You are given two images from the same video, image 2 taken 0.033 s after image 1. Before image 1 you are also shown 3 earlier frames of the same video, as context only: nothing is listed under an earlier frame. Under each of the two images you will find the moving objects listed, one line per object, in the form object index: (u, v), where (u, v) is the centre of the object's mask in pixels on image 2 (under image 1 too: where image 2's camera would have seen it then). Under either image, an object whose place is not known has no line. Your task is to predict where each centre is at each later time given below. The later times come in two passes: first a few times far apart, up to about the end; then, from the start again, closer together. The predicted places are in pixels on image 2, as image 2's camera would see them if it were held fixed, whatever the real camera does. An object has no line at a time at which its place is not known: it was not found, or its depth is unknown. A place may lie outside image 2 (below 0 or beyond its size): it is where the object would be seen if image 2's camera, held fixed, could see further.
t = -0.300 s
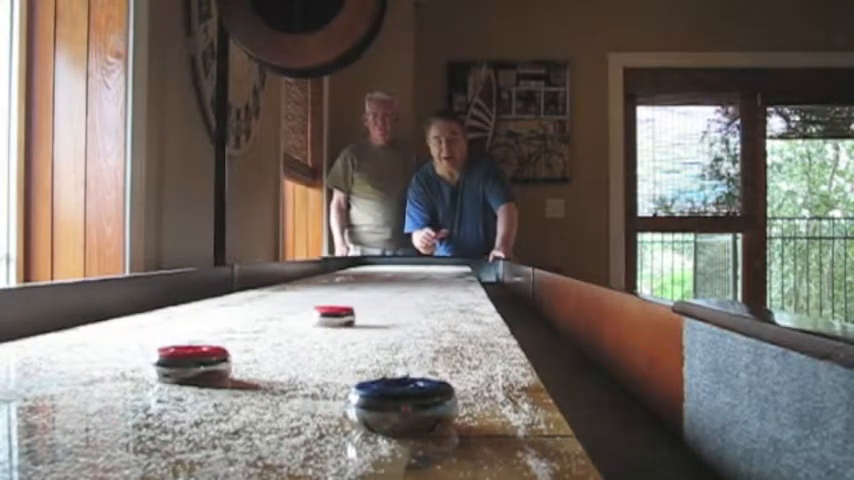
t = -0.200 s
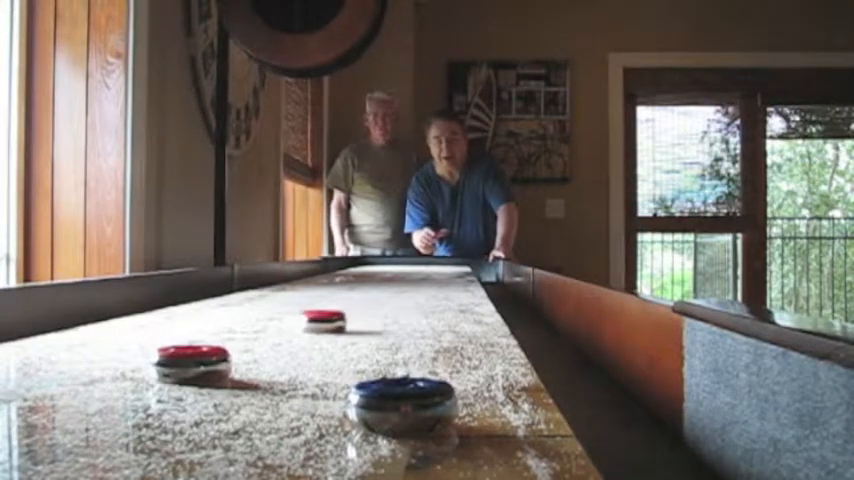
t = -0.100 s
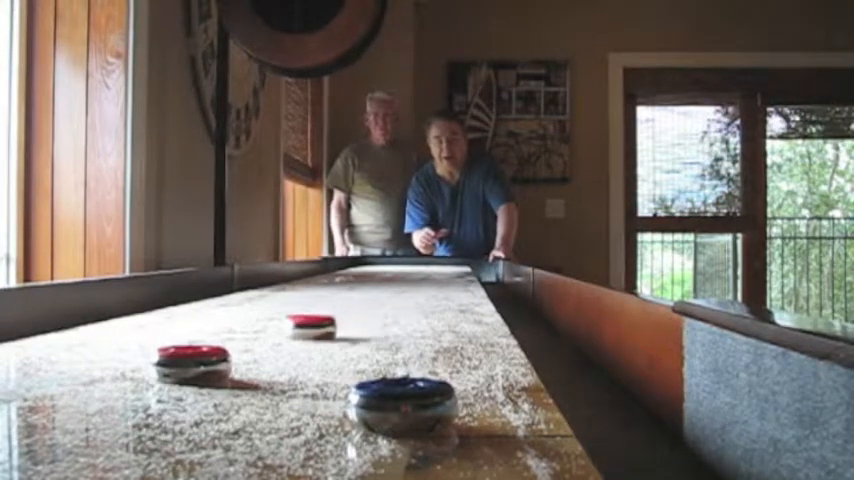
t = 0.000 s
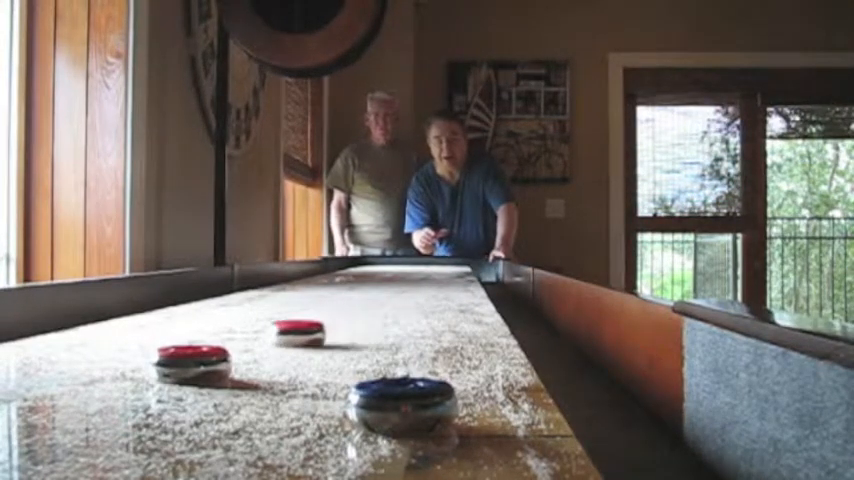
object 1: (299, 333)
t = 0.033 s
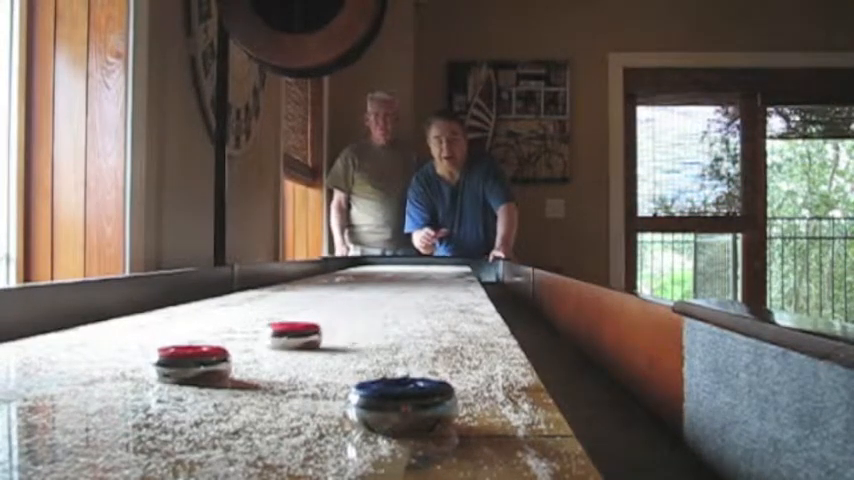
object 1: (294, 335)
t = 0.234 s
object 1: (261, 351)
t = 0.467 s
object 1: (286, 361)
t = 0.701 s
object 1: (317, 365)
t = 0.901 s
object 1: (320, 365)
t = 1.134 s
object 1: (321, 365)
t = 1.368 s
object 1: (322, 365)
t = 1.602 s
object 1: (322, 365)
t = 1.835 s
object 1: (322, 365)
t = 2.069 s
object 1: (321, 365)
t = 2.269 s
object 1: (320, 365)
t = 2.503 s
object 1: (320, 365)
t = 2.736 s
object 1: (320, 365)
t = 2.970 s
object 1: (320, 365)
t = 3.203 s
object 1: (320, 365)
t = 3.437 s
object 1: (320, 365)
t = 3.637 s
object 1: (320, 365)
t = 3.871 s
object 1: (321, 365)
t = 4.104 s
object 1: (321, 365)
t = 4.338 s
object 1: (322, 365)
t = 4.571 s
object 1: (322, 365)
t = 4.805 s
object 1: (322, 365)
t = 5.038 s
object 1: (322, 365)
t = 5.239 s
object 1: (322, 365)
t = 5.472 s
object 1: (322, 365)
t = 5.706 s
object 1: (322, 365)
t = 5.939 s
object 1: (322, 365)
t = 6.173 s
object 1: (322, 365)
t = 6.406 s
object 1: (322, 365)
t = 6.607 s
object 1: (322, 365)
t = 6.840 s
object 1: (322, 365)
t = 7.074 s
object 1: (322, 365)
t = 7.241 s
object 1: (323, 365)
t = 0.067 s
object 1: (288, 338)
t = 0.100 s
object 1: (284, 340)
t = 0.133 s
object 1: (280, 343)
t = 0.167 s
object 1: (273, 345)
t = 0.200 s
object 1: (267, 348)
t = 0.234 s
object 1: (261, 351)
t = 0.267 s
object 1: (258, 354)
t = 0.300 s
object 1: (255, 356)
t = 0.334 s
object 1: (261, 358)
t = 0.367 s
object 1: (267, 359)
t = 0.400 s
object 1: (273, 359)
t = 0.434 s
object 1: (280, 360)
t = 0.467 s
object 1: (286, 361)
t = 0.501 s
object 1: (293, 362)
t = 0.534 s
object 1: (298, 363)
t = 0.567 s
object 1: (303, 363)
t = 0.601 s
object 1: (307, 364)
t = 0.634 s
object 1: (311, 364)
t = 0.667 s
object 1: (315, 365)
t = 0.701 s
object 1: (317, 365)
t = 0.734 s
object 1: (320, 365)
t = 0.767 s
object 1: (320, 365)
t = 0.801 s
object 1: (320, 365)
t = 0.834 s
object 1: (320, 365)
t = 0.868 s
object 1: (320, 365)
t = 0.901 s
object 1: (320, 365)
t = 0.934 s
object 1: (320, 365)
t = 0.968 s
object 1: (320, 365)
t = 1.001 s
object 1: (320, 365)
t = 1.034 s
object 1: (320, 365)
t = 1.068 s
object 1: (321, 365)
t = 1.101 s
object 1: (321, 365)
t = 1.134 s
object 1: (321, 365)
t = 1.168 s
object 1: (321, 365)
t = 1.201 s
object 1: (321, 365)
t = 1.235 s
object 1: (321, 365)
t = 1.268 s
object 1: (321, 365)
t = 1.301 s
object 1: (322, 365)
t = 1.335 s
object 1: (321, 365)
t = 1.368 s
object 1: (322, 365)
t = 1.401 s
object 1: (322, 365)
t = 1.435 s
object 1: (322, 365)
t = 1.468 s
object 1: (322, 365)
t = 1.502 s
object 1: (322, 365)
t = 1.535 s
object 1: (322, 365)
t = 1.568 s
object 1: (322, 365)
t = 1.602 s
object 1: (322, 365)
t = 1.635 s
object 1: (322, 365)
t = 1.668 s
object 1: (322, 365)
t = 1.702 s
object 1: (322, 365)
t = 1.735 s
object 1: (322, 365)
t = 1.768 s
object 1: (322, 365)
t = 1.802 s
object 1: (322, 365)
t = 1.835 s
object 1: (322, 365)
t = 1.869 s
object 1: (322, 365)
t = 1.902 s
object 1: (321, 365)
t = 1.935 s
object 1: (321, 365)
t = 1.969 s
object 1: (321, 365)
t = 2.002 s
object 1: (321, 365)
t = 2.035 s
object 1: (321, 365)
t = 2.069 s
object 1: (321, 365)
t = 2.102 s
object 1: (321, 365)
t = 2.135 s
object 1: (321, 365)
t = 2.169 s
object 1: (321, 365)
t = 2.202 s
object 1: (321, 365)
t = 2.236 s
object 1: (320, 365)
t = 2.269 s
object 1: (320, 365)
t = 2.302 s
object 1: (320, 365)
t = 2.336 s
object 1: (320, 365)
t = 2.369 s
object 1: (320, 365)
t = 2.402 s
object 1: (320, 365)
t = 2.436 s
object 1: (320, 365)
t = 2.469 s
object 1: (320, 365)
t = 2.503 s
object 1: (320, 365)
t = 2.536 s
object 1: (320, 365)
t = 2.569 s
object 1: (320, 365)
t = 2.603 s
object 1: (320, 365)
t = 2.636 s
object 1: (320, 365)
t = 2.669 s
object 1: (320, 365)
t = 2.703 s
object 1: (320, 365)
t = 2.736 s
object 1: (320, 365)
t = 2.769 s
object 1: (320, 365)
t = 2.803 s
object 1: (320, 365)
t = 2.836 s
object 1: (319, 365)
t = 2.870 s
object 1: (320, 365)
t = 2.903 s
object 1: (320, 365)
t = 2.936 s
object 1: (320, 365)
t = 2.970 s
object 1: (320, 365)
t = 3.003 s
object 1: (320, 365)
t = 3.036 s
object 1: (319, 365)
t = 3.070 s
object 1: (319, 365)
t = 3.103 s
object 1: (320, 365)
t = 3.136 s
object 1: (319, 365)
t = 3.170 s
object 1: (320, 365)
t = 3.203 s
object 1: (320, 365)
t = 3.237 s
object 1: (320, 365)
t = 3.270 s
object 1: (320, 365)
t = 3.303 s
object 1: (319, 365)
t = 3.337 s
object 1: (320, 365)
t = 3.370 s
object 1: (319, 365)
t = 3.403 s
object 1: (319, 365)
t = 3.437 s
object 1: (320, 365)
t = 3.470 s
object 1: (320, 365)
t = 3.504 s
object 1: (320, 365)
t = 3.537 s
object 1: (320, 365)
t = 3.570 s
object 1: (320, 365)
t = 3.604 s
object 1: (320, 365)
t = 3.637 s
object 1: (320, 365)
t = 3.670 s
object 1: (320, 365)
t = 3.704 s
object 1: (320, 365)
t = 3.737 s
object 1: (320, 365)
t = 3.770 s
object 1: (320, 365)
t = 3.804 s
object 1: (321, 365)
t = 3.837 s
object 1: (321, 365)
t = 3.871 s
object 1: (321, 365)
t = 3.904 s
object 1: (320, 365)
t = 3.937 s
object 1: (320, 365)
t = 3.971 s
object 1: (320, 365)
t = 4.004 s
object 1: (320, 365)
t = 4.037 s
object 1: (321, 365)
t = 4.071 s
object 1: (321, 365)
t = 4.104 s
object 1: (321, 365)
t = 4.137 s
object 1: (321, 365)
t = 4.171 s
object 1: (321, 365)
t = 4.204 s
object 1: (321, 365)
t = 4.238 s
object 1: (321, 365)
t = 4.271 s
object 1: (322, 365)
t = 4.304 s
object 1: (322, 365)
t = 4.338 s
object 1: (322, 365)
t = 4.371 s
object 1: (322, 365)
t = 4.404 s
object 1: (321, 365)
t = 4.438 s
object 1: (321, 365)
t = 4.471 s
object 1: (321, 365)
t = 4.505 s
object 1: (322, 365)
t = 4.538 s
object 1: (322, 365)
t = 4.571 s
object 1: (322, 365)
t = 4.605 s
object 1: (322, 365)
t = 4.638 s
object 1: (322, 365)
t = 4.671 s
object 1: (322, 365)
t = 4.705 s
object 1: (322, 365)
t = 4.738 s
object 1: (322, 365)
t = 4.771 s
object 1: (322, 365)
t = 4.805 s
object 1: (322, 365)
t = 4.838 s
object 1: (322, 365)
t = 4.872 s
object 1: (322, 365)
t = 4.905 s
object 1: (322, 365)
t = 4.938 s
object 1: (322, 365)
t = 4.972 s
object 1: (322, 365)
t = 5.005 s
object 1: (322, 365)
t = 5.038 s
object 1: (322, 365)
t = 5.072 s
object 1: (322, 365)
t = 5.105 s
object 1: (322, 365)
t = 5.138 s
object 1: (322, 365)
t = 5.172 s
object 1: (322, 365)
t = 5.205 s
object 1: (322, 365)
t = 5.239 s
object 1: (322, 365)
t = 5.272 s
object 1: (322, 365)
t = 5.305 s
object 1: (322, 365)
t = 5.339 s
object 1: (322, 365)
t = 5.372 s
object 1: (322, 365)
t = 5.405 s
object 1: (322, 365)
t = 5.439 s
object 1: (322, 365)
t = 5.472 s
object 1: (322, 365)
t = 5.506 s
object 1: (322, 365)
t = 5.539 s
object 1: (322, 365)
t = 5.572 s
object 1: (322, 365)
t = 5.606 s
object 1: (322, 365)
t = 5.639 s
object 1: (322, 365)
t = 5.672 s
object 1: (322, 365)
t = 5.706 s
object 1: (322, 365)
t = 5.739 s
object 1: (322, 365)
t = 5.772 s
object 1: (322, 365)
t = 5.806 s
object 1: (322, 365)
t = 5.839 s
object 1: (322, 365)
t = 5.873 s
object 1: (322, 365)
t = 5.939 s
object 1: (322, 365)
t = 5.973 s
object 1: (322, 365)
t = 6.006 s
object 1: (322, 365)
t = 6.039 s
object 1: (322, 365)
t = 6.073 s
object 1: (322, 365)
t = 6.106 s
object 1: (322, 365)
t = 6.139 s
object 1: (322, 365)
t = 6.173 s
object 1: (322, 365)
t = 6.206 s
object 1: (322, 365)
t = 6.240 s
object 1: (322, 365)
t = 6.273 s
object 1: (322, 365)
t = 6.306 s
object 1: (322, 365)
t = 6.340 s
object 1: (322, 365)
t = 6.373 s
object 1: (322, 365)
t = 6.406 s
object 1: (322, 365)
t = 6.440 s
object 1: (322, 365)
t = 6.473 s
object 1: (322, 365)
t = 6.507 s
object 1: (322, 365)
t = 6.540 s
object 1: (322, 365)
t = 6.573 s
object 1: (322, 365)
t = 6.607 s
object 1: (322, 365)
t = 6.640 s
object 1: (322, 365)
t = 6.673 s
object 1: (322, 365)
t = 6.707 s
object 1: (322, 365)
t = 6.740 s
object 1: (322, 365)
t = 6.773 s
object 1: (322, 365)
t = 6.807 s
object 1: (322, 365)
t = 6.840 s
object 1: (322, 365)
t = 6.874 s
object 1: (322, 365)
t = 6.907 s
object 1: (322, 365)
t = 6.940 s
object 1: (322, 365)
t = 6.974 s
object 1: (322, 365)
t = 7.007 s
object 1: (322, 365)
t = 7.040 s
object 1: (322, 365)
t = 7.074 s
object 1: (322, 365)
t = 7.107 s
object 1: (322, 365)
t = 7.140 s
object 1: (322, 365)
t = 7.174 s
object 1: (323, 365)
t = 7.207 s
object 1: (323, 365)
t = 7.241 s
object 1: (323, 365)
